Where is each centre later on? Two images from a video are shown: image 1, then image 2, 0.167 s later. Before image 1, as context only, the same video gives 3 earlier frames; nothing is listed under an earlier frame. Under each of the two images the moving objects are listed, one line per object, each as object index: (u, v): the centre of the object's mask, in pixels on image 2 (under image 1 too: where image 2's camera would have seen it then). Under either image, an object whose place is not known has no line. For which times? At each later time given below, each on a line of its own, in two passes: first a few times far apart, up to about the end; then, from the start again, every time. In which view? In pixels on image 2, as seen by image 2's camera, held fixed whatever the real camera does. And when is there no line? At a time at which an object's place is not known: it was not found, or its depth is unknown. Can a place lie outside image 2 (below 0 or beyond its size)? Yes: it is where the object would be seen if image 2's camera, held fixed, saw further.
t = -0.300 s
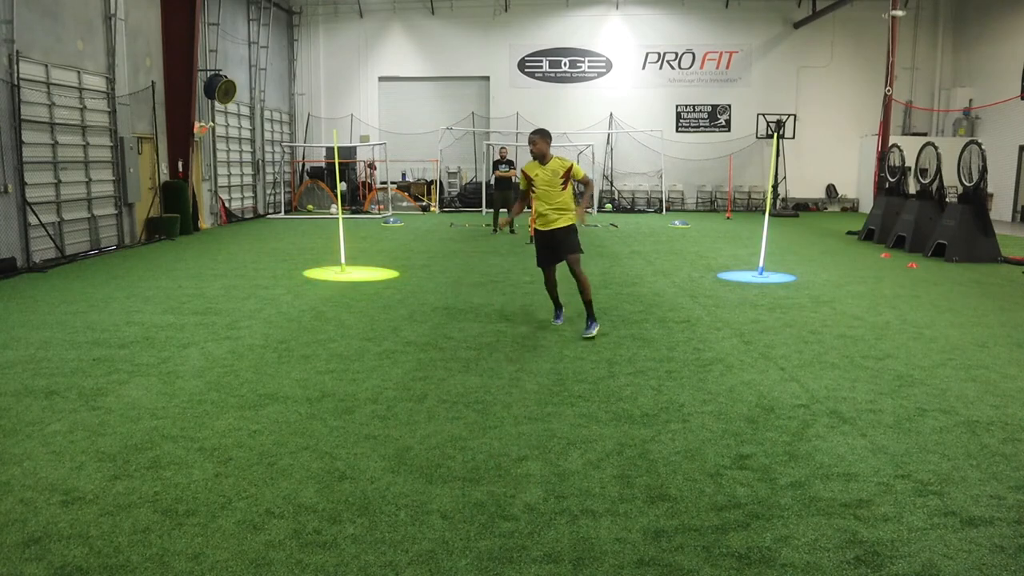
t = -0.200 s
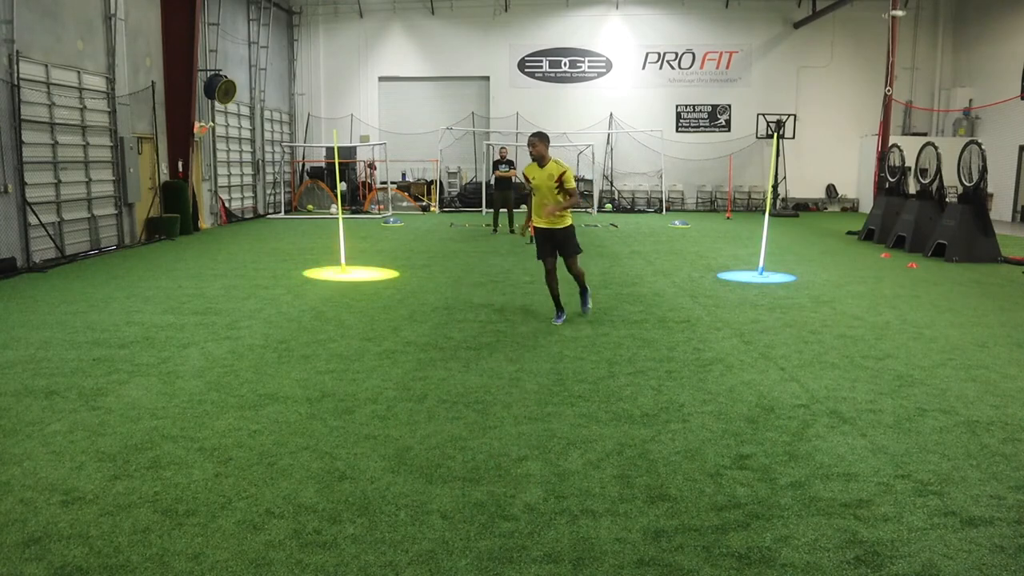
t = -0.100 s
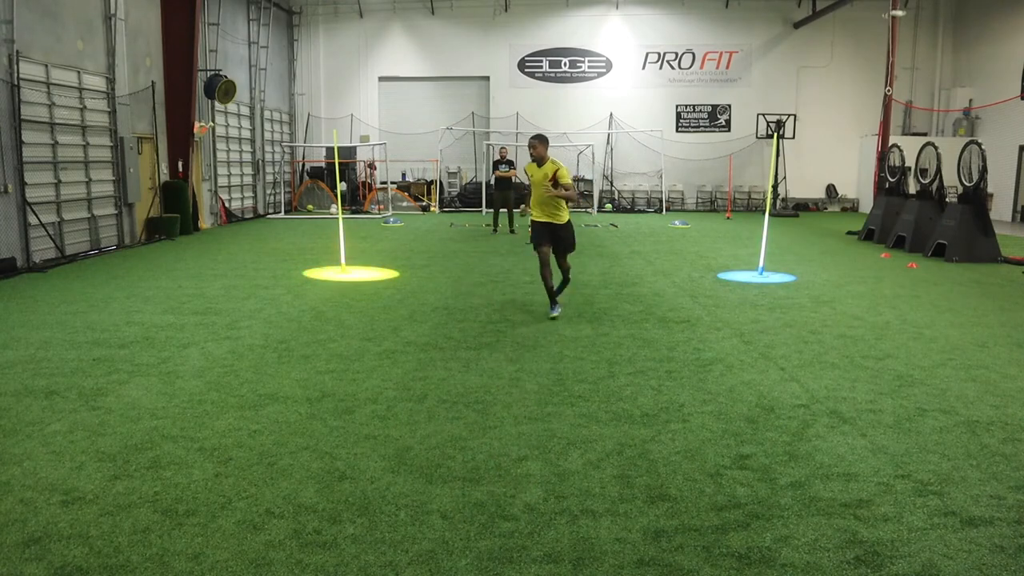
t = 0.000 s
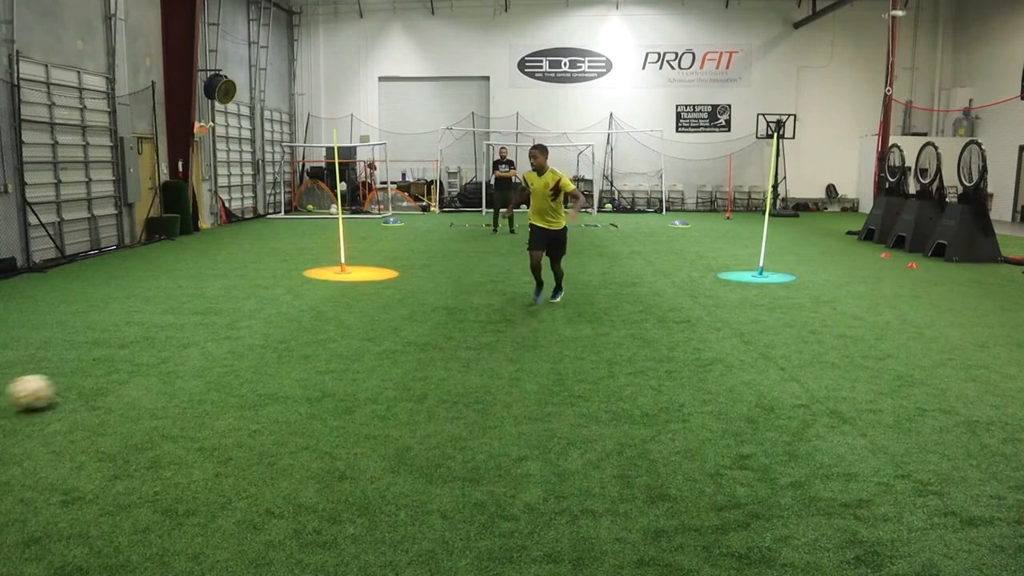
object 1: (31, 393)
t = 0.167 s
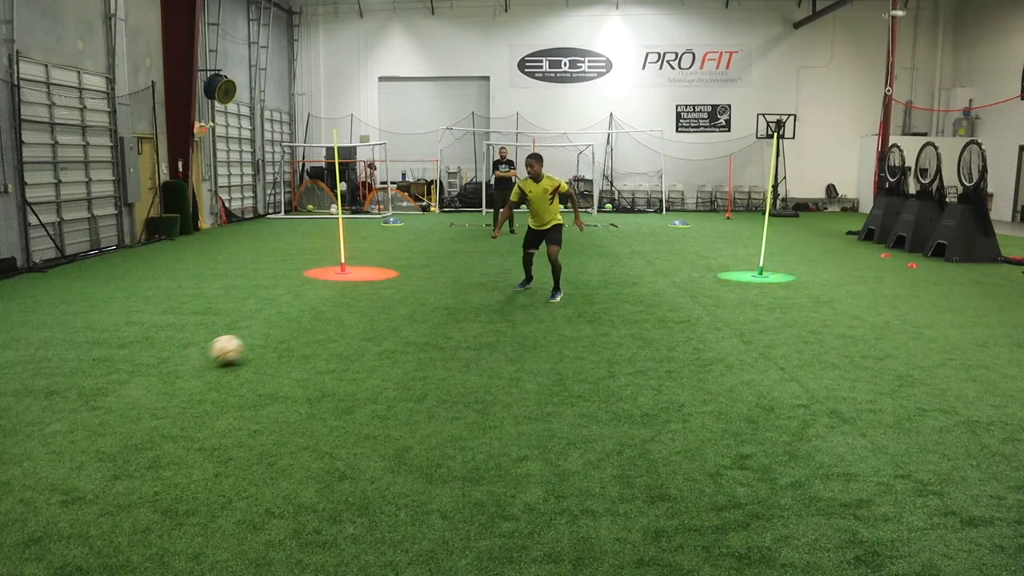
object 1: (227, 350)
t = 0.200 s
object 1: (256, 344)
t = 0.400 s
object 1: (390, 316)
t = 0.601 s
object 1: (475, 297)
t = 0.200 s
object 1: (256, 344)
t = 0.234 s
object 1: (283, 339)
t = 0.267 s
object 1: (308, 333)
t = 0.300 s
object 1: (331, 328)
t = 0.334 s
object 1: (352, 324)
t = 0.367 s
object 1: (372, 320)
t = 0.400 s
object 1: (390, 316)
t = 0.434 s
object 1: (406, 312)
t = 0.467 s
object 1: (422, 309)
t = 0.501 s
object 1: (437, 306)
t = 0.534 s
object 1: (451, 303)
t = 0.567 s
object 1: (463, 299)
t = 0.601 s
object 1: (475, 297)
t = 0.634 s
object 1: (486, 295)
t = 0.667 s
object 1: (497, 292)
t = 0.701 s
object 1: (507, 290)
